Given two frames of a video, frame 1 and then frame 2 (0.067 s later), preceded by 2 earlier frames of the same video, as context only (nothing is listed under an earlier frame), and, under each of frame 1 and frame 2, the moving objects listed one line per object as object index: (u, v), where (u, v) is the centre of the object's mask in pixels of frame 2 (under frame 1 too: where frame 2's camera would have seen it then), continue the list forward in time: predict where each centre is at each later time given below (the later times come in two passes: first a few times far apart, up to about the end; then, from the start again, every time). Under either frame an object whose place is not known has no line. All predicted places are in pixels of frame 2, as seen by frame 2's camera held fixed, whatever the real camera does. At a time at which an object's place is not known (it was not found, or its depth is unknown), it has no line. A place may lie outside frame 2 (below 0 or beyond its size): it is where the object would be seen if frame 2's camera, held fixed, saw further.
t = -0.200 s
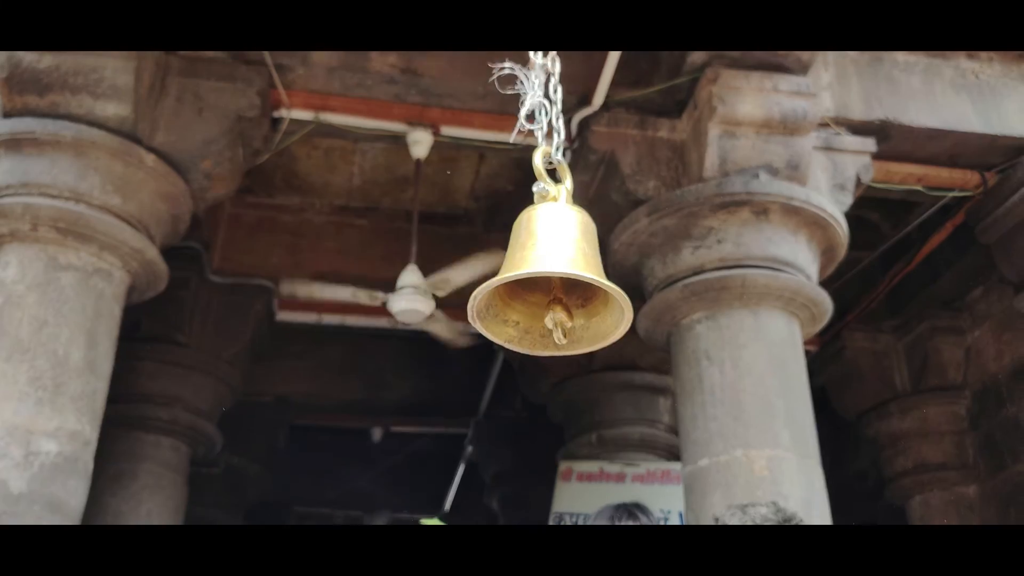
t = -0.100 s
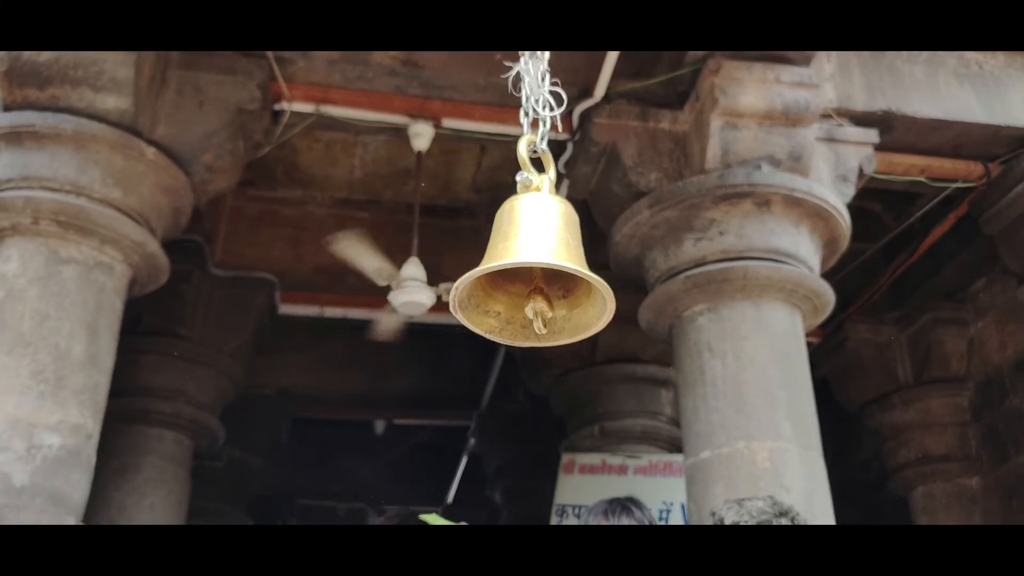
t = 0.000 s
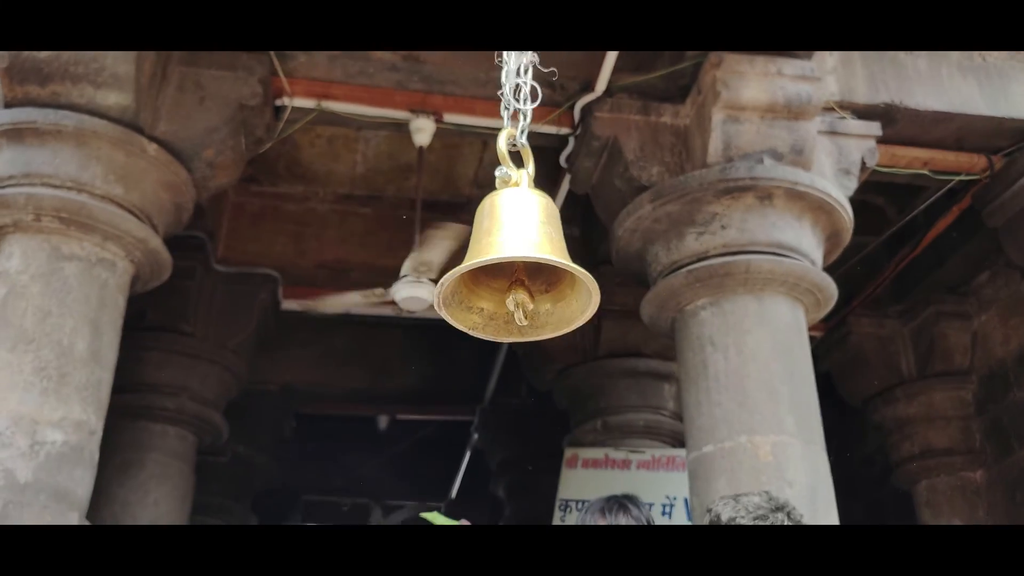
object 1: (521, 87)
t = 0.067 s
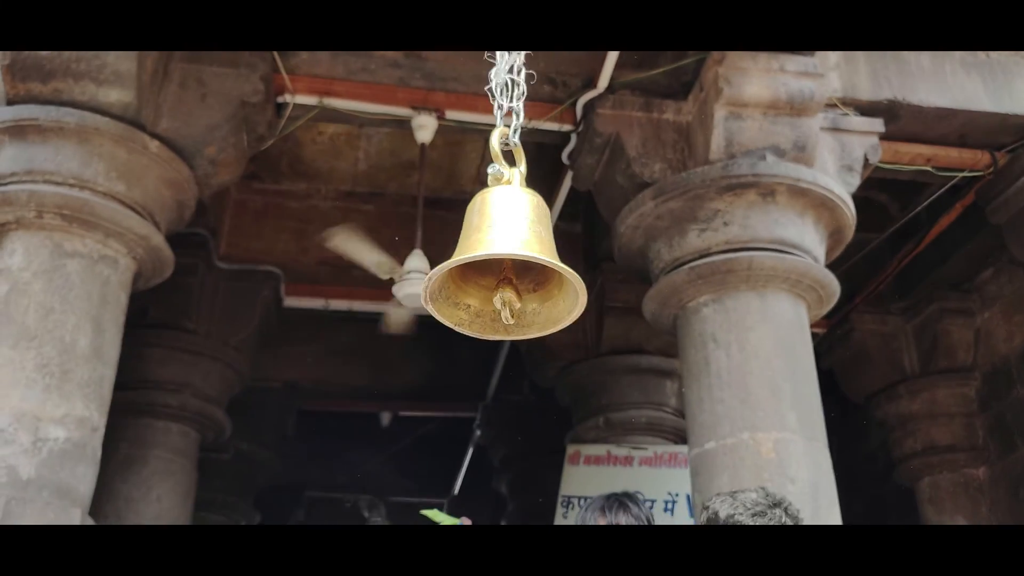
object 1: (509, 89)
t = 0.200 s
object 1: (492, 99)
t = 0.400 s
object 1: (460, 109)
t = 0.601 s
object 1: (473, 131)
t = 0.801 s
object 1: (462, 149)
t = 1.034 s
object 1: (488, 164)
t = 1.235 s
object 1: (510, 166)
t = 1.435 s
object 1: (536, 162)
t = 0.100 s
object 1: (504, 92)
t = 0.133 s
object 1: (501, 95)
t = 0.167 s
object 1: (497, 95)
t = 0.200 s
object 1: (492, 99)
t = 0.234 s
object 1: (485, 101)
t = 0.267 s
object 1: (479, 102)
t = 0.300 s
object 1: (471, 102)
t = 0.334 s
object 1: (465, 103)
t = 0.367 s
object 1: (461, 106)
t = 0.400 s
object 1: (460, 109)
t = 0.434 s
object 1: (462, 112)
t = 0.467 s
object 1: (464, 117)
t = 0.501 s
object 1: (467, 119)
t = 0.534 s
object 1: (468, 122)
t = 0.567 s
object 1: (471, 127)
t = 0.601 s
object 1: (473, 131)
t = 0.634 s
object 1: (472, 134)
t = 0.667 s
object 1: (468, 137)
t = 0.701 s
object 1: (466, 140)
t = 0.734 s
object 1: (464, 143)
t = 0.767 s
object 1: (463, 147)
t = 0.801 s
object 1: (462, 149)
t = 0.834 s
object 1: (462, 151)
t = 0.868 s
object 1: (465, 153)
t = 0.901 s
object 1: (470, 155)
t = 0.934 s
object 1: (475, 160)
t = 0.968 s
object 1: (480, 163)
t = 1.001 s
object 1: (484, 164)
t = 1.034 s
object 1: (488, 164)
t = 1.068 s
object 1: (491, 164)
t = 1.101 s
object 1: (493, 165)
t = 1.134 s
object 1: (497, 163)
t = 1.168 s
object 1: (501, 164)
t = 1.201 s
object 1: (506, 166)
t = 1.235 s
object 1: (510, 166)
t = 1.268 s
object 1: (515, 166)
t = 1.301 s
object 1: (520, 166)
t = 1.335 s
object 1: (525, 166)
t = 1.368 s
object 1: (528, 165)
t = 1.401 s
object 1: (532, 164)
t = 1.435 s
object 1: (536, 162)
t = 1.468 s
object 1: (539, 159)
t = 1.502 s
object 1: (544, 157)
